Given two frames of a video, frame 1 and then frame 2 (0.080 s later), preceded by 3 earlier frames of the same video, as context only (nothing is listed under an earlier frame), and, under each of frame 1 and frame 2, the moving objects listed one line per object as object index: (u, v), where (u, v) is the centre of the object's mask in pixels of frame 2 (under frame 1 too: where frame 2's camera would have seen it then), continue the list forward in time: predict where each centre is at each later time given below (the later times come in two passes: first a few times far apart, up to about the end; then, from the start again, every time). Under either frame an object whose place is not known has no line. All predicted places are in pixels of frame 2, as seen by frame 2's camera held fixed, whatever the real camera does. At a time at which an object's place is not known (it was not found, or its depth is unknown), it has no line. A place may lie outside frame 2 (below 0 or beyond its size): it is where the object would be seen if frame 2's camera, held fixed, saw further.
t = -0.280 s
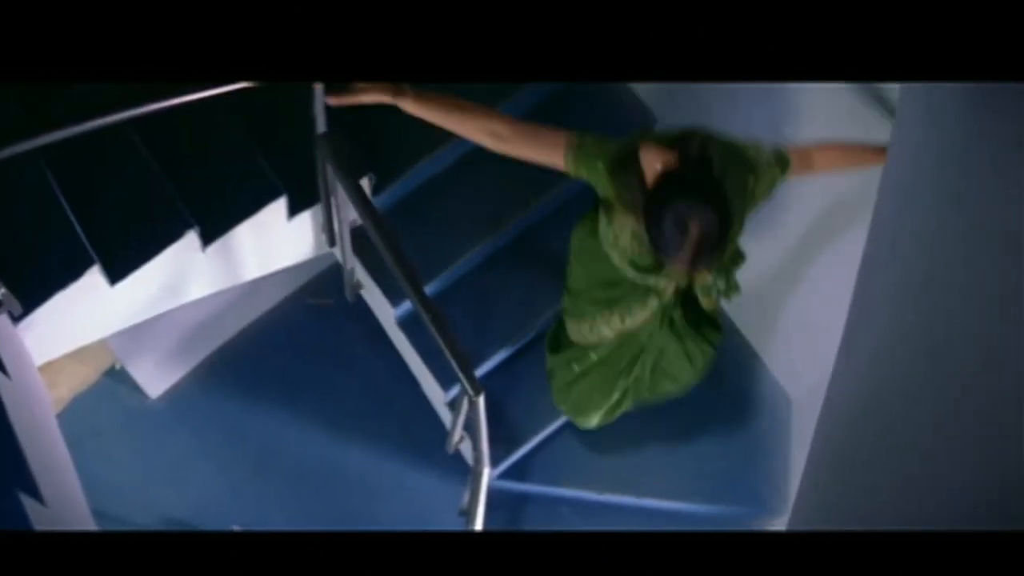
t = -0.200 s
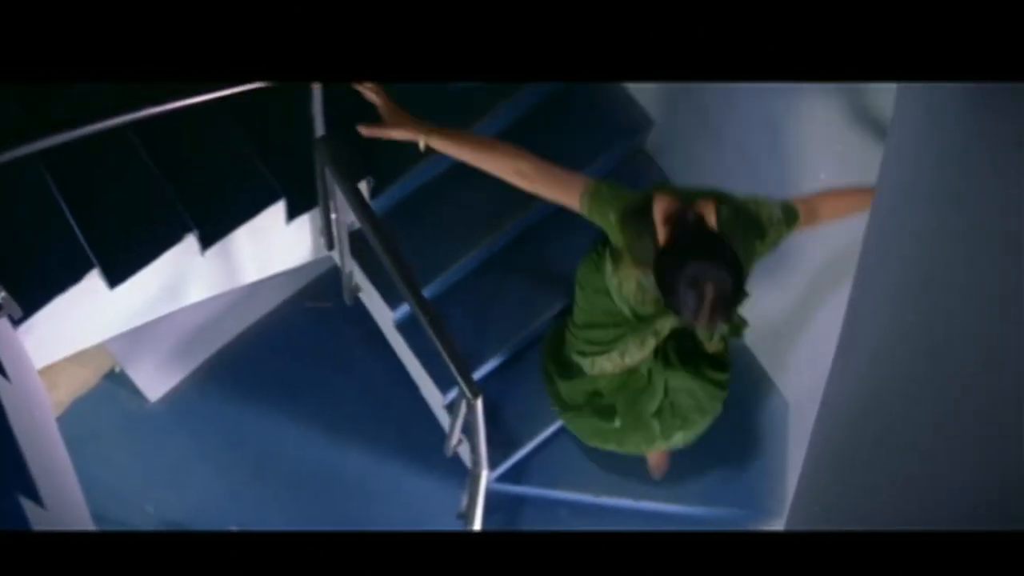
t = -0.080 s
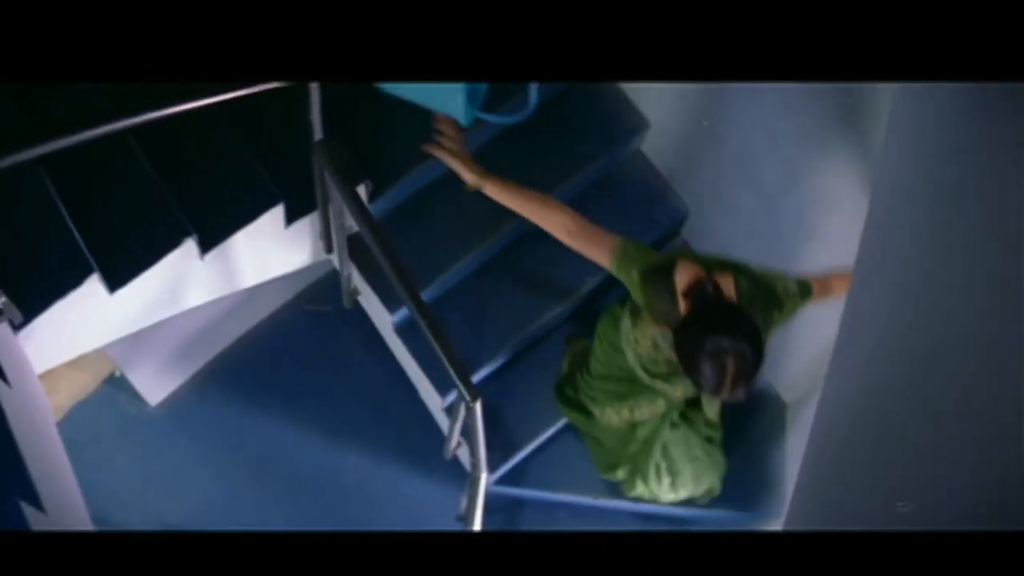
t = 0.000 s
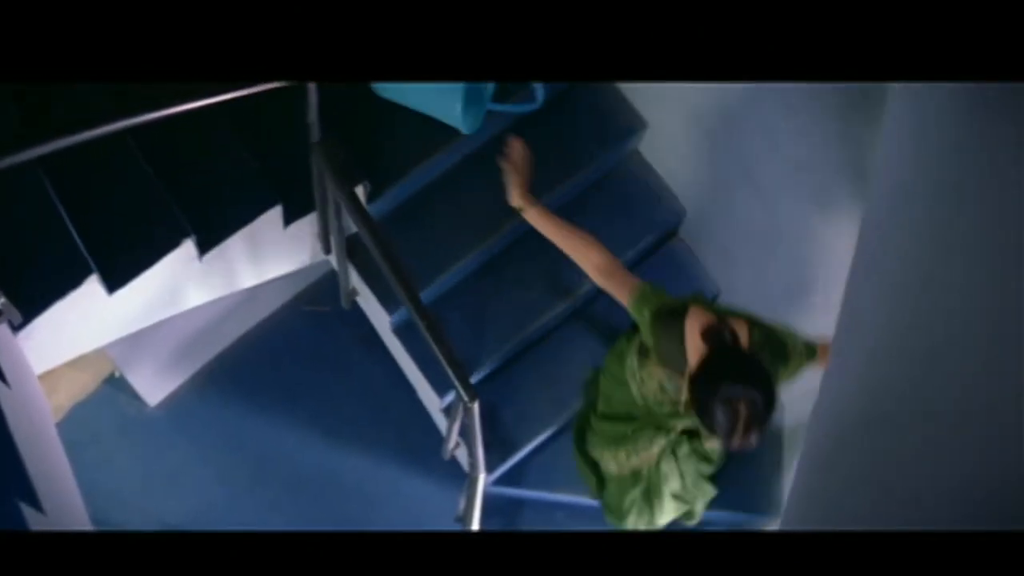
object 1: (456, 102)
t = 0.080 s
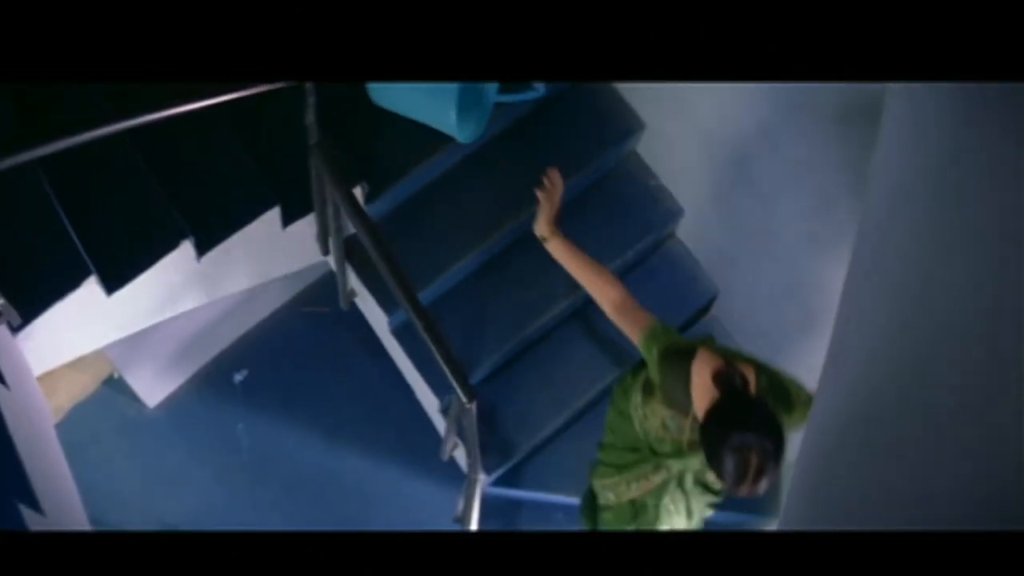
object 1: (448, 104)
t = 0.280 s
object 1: (457, 131)
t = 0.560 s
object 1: (458, 205)
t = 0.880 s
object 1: (487, 300)
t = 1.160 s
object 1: (511, 357)
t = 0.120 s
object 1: (446, 107)
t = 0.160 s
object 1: (443, 113)
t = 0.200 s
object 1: (445, 117)
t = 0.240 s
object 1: (451, 122)
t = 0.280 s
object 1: (457, 131)
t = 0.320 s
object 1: (462, 140)
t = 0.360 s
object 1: (462, 150)
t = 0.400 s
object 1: (459, 160)
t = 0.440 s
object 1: (452, 170)
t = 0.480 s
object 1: (450, 178)
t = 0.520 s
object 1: (455, 191)
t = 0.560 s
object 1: (458, 205)
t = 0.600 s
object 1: (462, 214)
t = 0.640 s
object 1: (466, 221)
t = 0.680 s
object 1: (471, 230)
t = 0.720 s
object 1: (475, 241)
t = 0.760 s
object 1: (479, 253)
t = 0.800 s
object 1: (482, 267)
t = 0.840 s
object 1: (484, 282)
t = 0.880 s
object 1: (487, 300)
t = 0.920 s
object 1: (490, 317)
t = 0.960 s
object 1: (493, 326)
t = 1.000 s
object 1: (497, 328)
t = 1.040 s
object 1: (500, 334)
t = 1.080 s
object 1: (503, 340)
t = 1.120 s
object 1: (507, 348)
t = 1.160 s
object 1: (511, 357)
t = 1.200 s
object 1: (516, 366)
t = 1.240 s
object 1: (522, 375)
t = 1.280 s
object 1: (528, 385)
